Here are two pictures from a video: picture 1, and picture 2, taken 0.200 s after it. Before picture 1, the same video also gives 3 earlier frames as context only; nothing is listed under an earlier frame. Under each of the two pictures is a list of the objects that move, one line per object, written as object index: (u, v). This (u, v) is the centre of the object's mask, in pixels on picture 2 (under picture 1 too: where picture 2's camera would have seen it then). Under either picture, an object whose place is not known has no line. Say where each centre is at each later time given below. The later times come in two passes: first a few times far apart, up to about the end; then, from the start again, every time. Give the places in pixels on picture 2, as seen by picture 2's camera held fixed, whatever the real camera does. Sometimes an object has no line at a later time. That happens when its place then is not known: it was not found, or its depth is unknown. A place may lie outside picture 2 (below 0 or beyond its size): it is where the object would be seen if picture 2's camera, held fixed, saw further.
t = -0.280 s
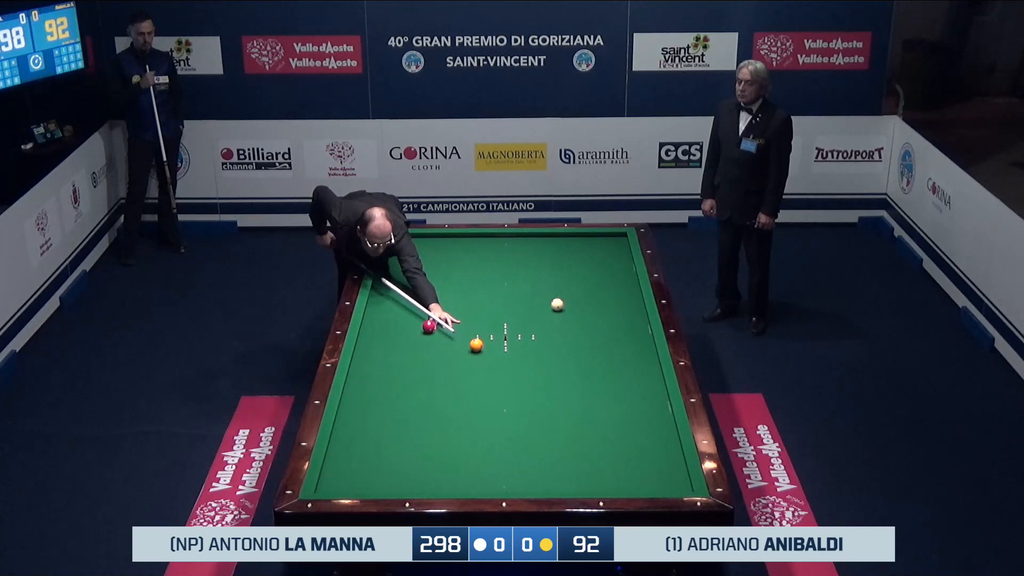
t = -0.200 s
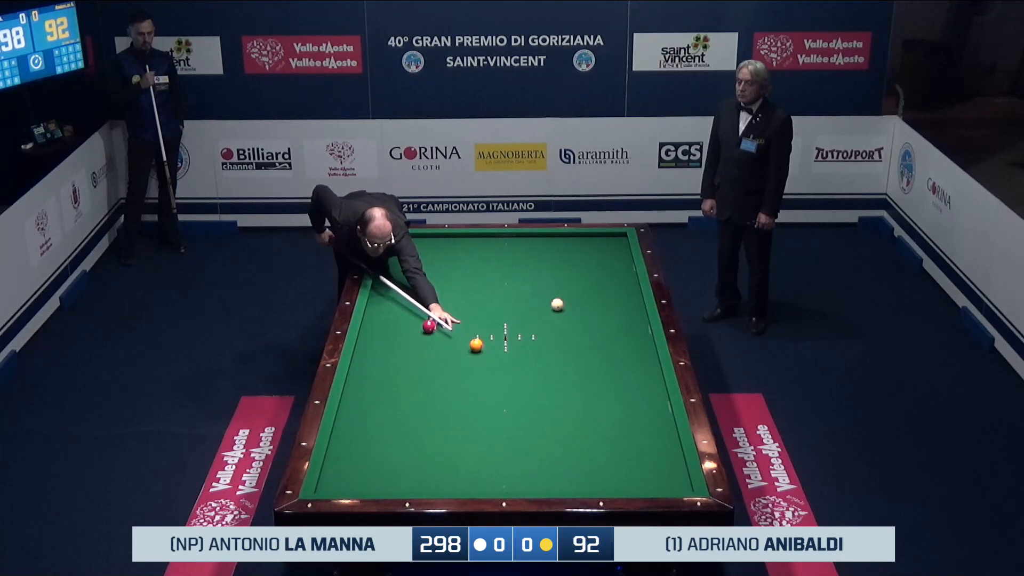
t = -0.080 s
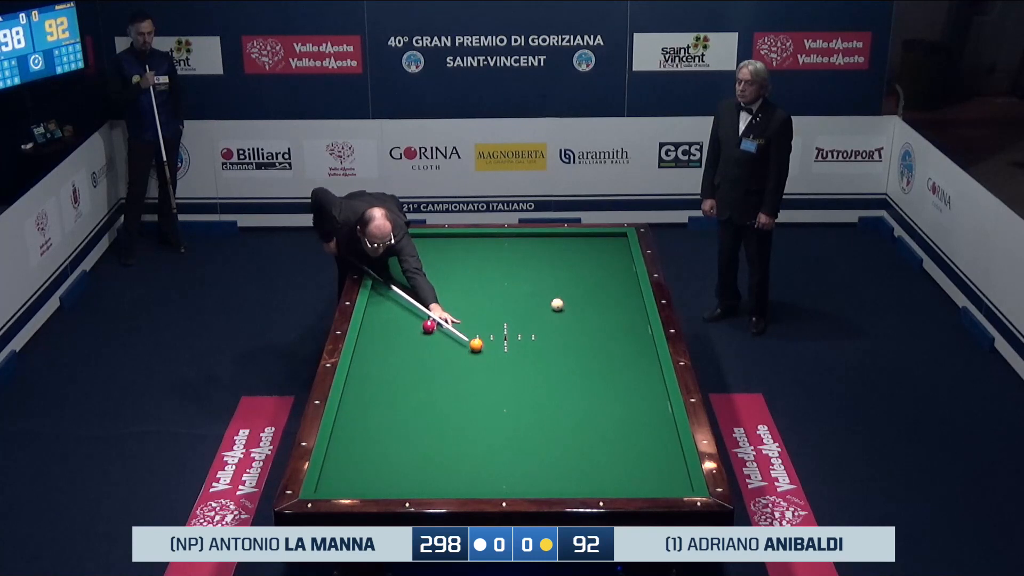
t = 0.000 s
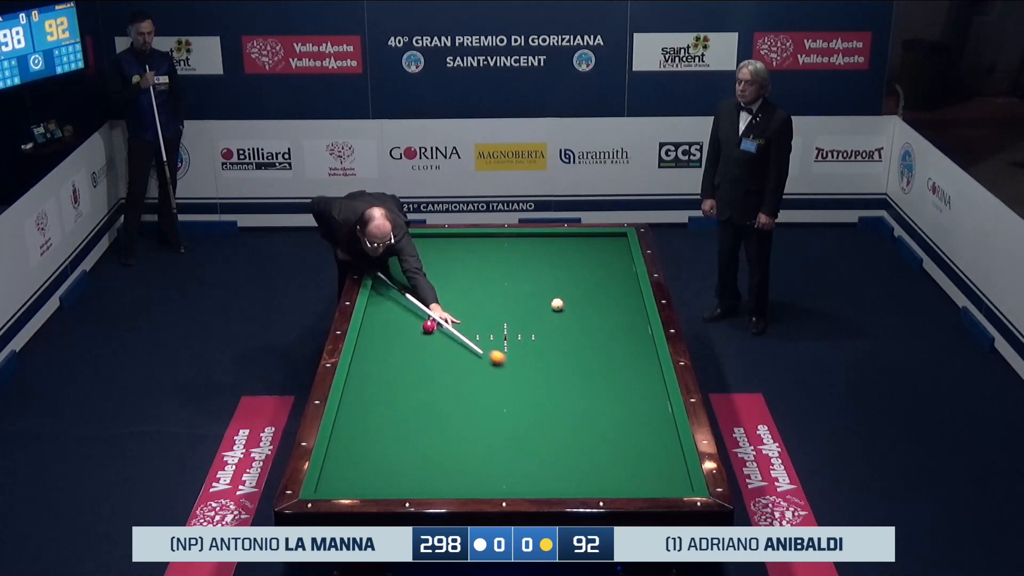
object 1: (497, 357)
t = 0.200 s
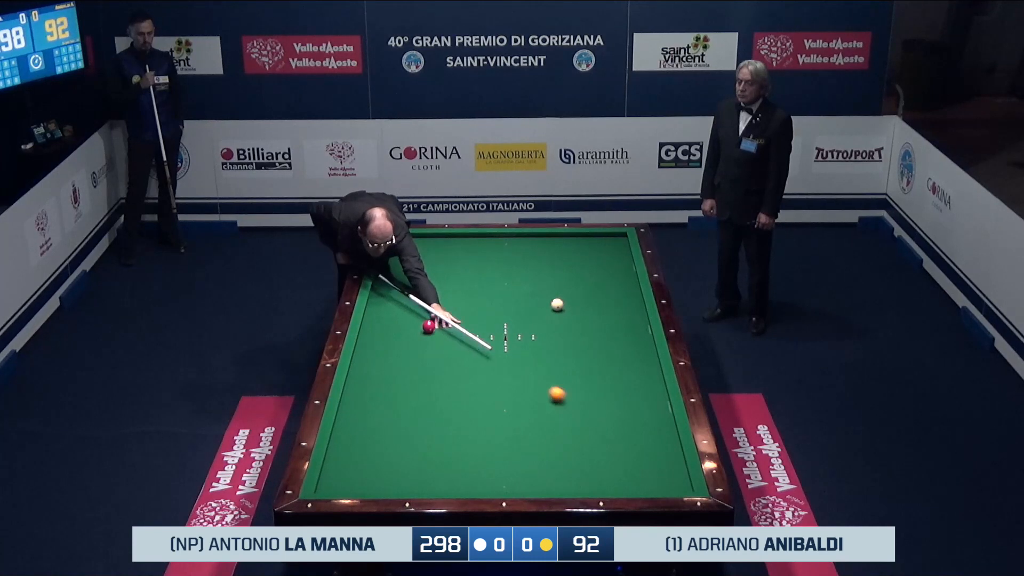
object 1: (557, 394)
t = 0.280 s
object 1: (580, 409)
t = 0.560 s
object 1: (668, 464)
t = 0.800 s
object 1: (630, 469)
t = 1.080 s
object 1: (563, 436)
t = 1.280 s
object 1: (522, 417)
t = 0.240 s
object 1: (568, 402)
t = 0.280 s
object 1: (580, 409)
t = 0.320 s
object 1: (592, 416)
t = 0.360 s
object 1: (604, 424)
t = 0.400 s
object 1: (616, 431)
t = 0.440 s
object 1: (628, 439)
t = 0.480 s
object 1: (641, 447)
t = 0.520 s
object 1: (655, 455)
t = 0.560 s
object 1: (668, 464)
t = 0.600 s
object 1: (681, 473)
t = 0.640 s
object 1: (675, 481)
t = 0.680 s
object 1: (667, 486)
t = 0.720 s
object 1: (654, 482)
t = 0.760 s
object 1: (642, 476)
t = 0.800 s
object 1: (630, 469)
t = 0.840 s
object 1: (619, 464)
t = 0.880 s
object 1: (609, 458)
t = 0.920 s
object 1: (598, 453)
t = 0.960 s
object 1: (589, 448)
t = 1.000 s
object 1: (580, 444)
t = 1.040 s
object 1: (571, 440)
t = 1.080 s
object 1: (563, 436)
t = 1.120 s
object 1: (554, 432)
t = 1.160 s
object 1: (546, 428)
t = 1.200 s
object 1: (538, 424)
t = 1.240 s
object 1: (529, 420)
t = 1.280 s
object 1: (522, 417)
